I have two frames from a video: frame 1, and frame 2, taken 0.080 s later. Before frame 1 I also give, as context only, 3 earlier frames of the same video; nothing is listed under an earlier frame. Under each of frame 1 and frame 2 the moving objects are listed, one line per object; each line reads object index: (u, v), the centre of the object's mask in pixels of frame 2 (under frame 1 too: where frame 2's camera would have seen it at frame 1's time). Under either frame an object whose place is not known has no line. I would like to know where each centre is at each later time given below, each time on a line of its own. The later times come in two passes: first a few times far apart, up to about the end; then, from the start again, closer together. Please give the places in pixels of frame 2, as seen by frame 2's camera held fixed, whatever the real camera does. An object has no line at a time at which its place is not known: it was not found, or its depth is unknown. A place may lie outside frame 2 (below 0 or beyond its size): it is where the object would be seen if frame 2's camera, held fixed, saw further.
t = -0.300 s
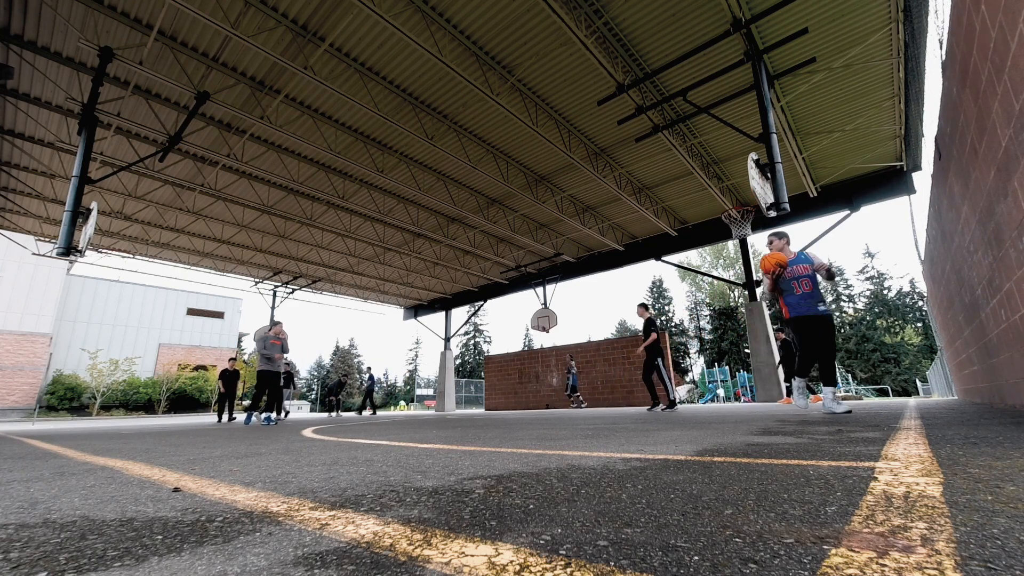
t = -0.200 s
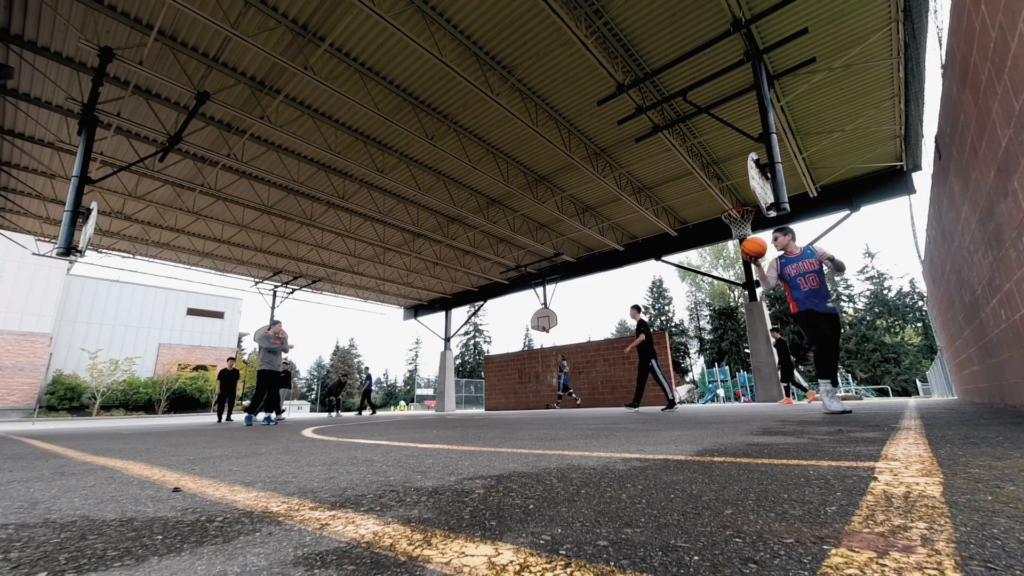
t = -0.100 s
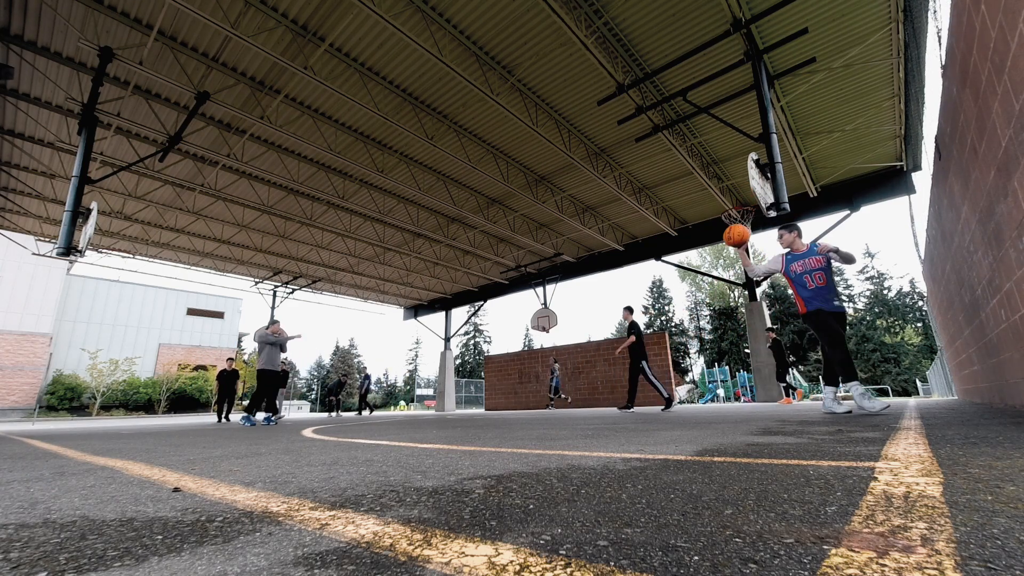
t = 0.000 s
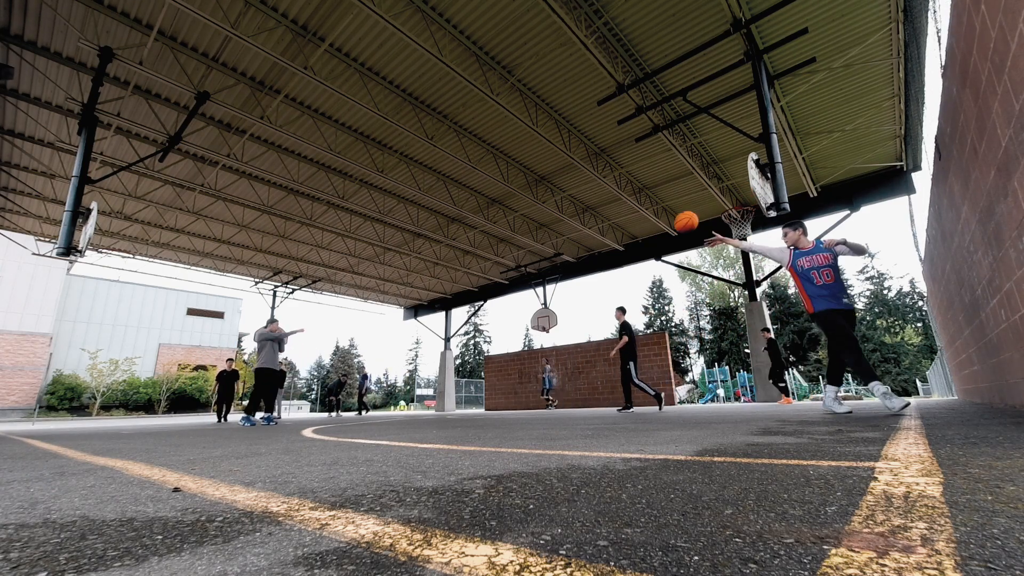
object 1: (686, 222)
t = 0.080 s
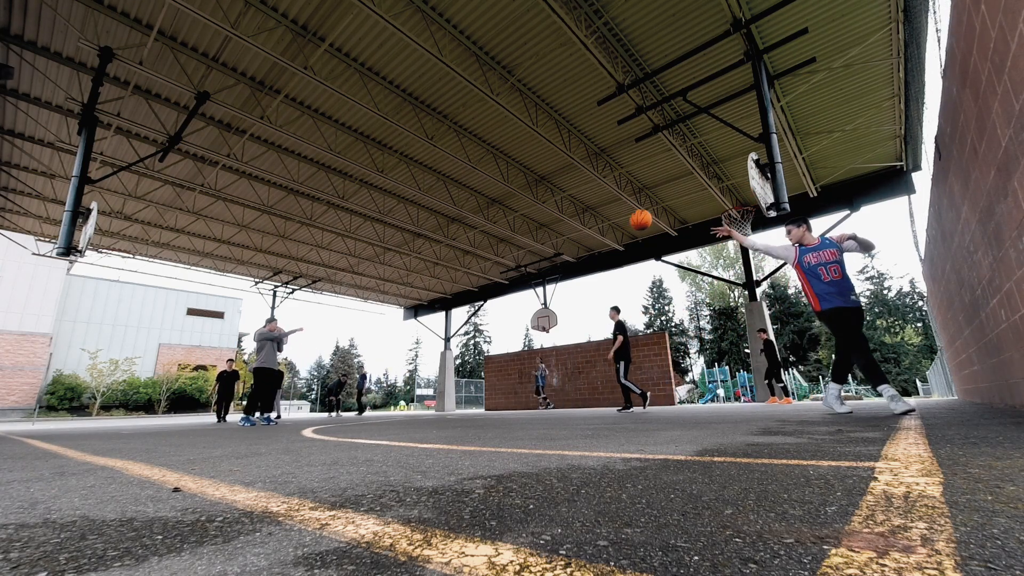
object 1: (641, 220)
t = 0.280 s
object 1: (547, 235)
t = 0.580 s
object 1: (443, 298)
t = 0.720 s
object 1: (399, 343)
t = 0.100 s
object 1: (630, 220)
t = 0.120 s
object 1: (620, 221)
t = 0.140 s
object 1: (610, 221)
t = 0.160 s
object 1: (600, 223)
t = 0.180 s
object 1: (591, 224)
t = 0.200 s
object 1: (581, 226)
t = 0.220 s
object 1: (573, 228)
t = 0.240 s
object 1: (564, 230)
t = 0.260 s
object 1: (556, 232)
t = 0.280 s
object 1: (547, 235)
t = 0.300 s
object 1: (539, 238)
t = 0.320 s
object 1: (532, 241)
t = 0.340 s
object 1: (524, 244)
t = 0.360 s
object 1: (516, 248)
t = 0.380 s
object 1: (509, 251)
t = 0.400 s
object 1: (502, 255)
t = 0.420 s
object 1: (495, 259)
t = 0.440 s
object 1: (488, 264)
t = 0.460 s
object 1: (482, 268)
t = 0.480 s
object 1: (475, 273)
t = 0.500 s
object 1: (469, 277)
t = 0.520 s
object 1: (462, 282)
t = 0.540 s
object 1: (456, 287)
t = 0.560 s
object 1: (449, 292)
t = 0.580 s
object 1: (443, 298)
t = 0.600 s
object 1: (436, 304)
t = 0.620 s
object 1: (430, 309)
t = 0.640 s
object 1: (424, 316)
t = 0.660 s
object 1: (417, 323)
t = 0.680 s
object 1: (411, 329)
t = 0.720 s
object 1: (399, 343)
